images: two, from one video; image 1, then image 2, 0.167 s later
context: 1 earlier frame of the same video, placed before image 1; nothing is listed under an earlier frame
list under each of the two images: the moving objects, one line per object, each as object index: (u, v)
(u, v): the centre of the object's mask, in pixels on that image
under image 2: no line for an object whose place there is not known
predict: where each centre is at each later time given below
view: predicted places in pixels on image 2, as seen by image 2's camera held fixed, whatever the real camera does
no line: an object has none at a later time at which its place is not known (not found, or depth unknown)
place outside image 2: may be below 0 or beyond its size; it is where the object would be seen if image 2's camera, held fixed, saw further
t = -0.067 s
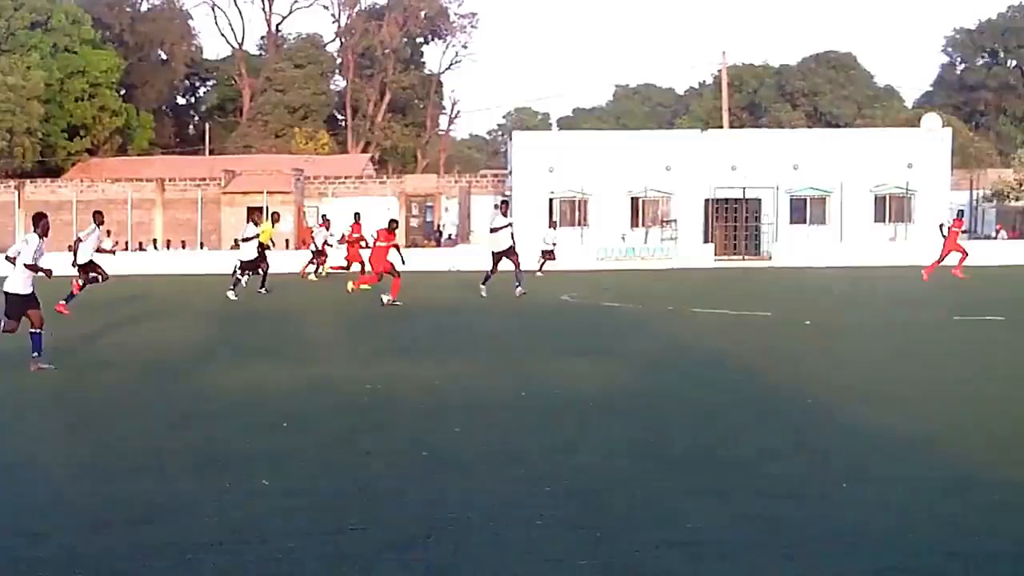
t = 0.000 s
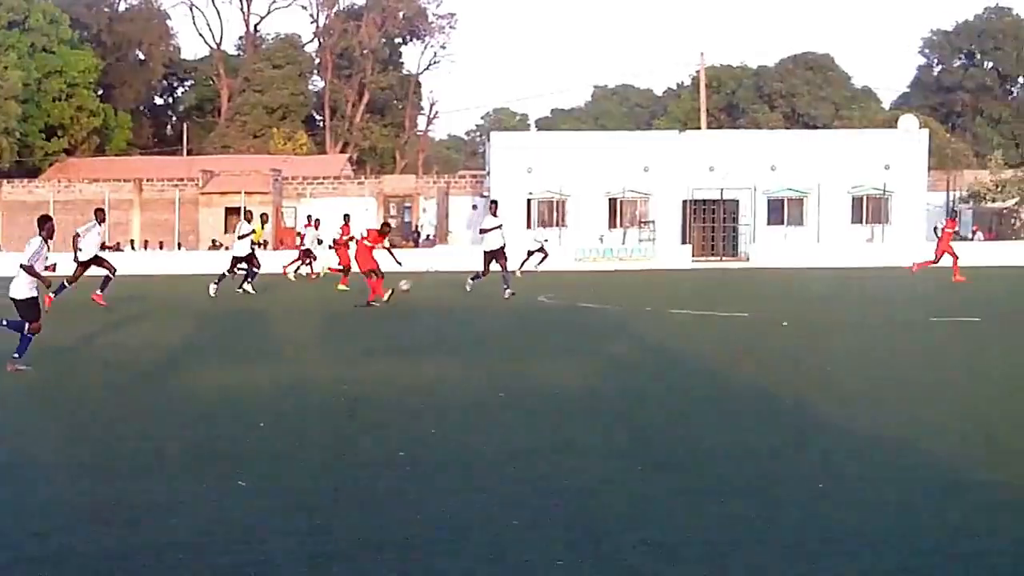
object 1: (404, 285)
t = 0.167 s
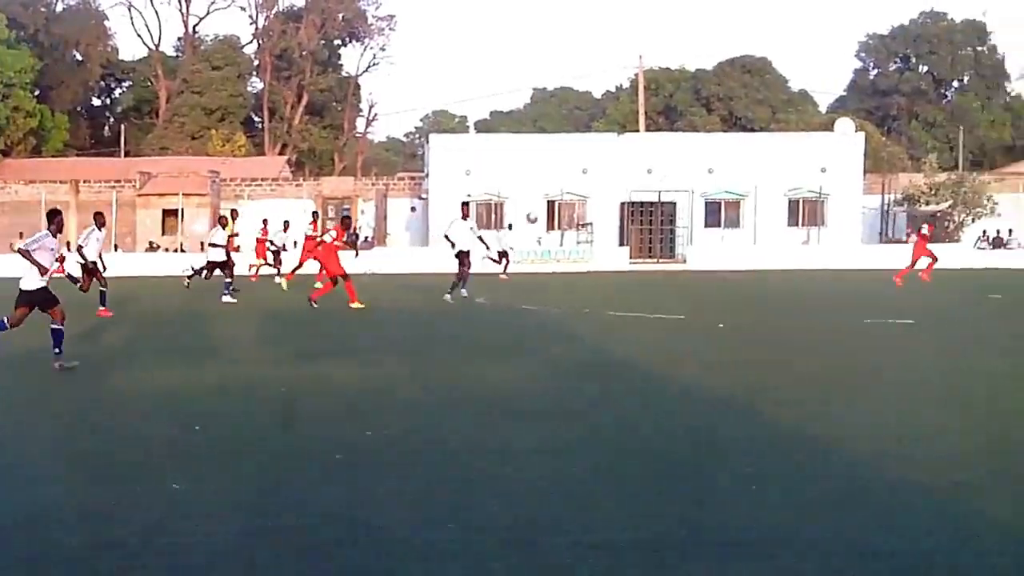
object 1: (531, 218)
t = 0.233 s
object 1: (600, 196)
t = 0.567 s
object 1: (916, 112)
